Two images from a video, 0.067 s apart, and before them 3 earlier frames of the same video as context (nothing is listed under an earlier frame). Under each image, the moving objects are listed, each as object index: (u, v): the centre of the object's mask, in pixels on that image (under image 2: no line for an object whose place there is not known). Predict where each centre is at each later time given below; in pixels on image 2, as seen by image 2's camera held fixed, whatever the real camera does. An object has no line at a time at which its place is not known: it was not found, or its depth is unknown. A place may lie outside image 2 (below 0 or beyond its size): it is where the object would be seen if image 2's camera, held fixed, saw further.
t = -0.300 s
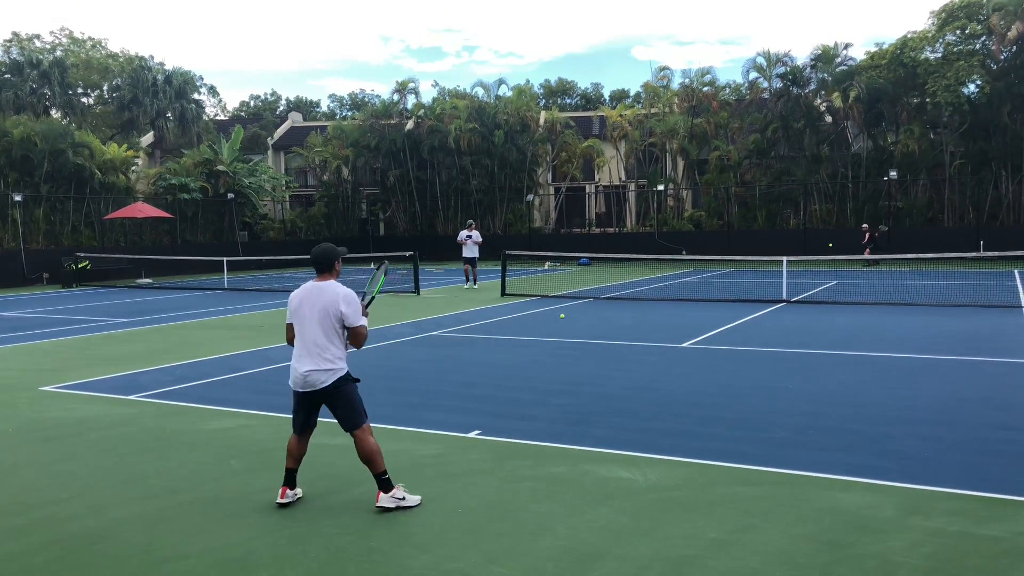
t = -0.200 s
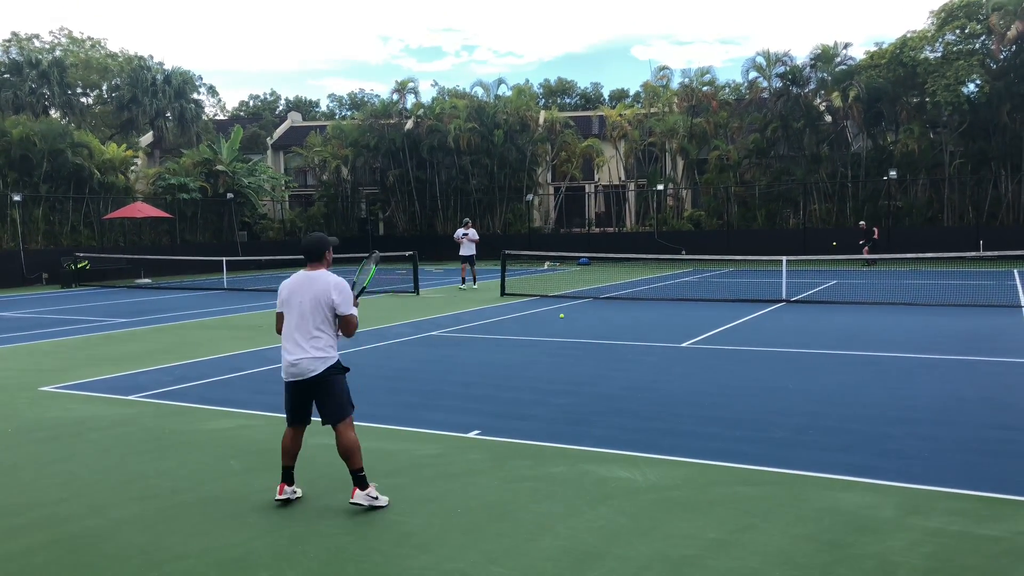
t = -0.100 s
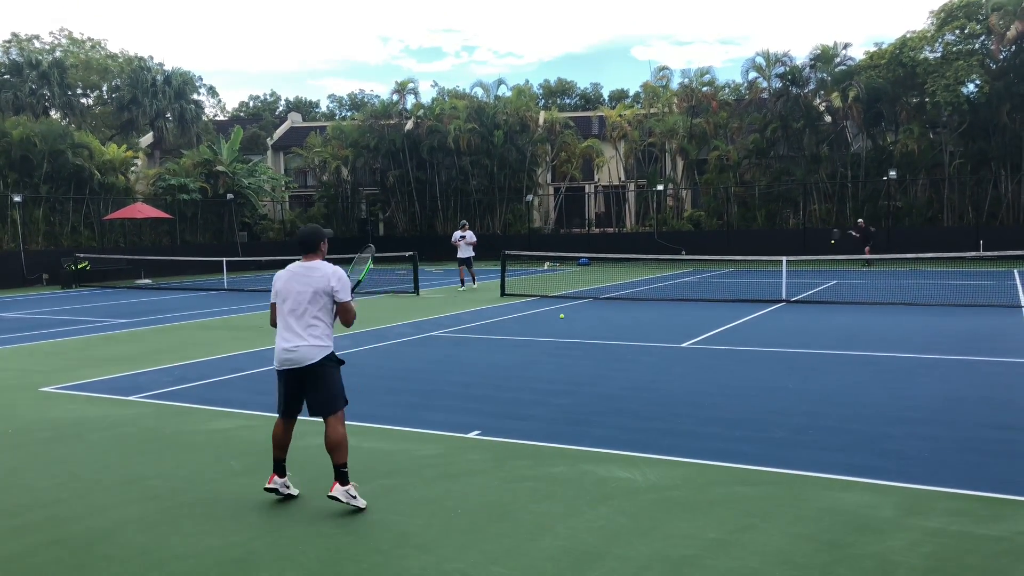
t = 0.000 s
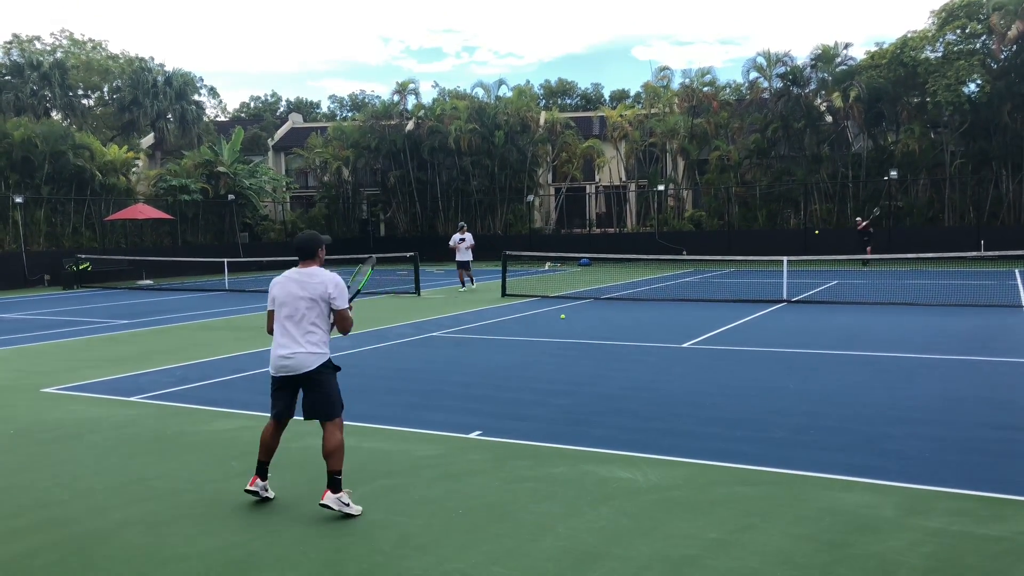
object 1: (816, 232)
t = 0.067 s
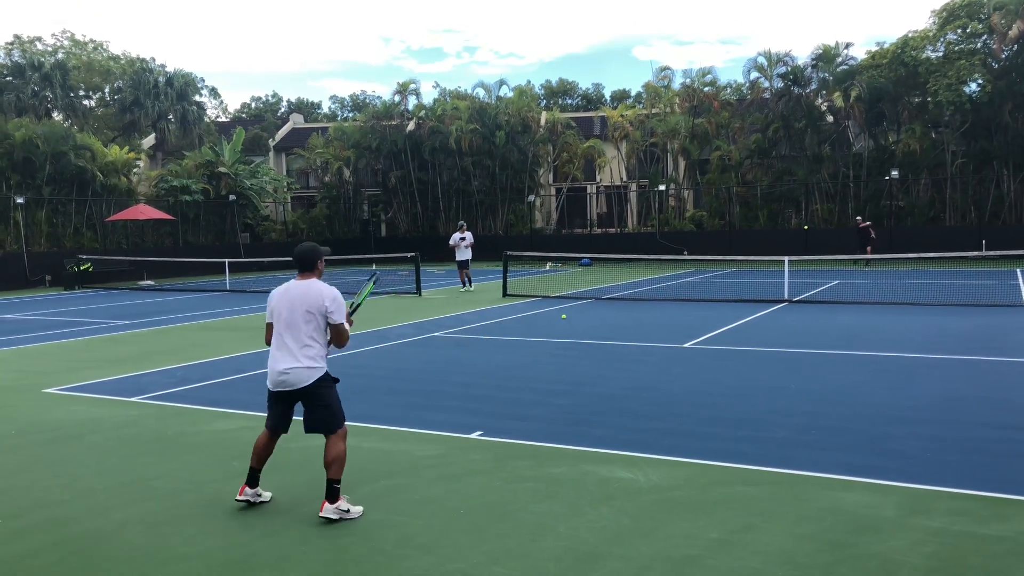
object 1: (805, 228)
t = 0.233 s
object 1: (770, 225)
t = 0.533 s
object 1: (674, 278)
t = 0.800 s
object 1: (534, 351)
